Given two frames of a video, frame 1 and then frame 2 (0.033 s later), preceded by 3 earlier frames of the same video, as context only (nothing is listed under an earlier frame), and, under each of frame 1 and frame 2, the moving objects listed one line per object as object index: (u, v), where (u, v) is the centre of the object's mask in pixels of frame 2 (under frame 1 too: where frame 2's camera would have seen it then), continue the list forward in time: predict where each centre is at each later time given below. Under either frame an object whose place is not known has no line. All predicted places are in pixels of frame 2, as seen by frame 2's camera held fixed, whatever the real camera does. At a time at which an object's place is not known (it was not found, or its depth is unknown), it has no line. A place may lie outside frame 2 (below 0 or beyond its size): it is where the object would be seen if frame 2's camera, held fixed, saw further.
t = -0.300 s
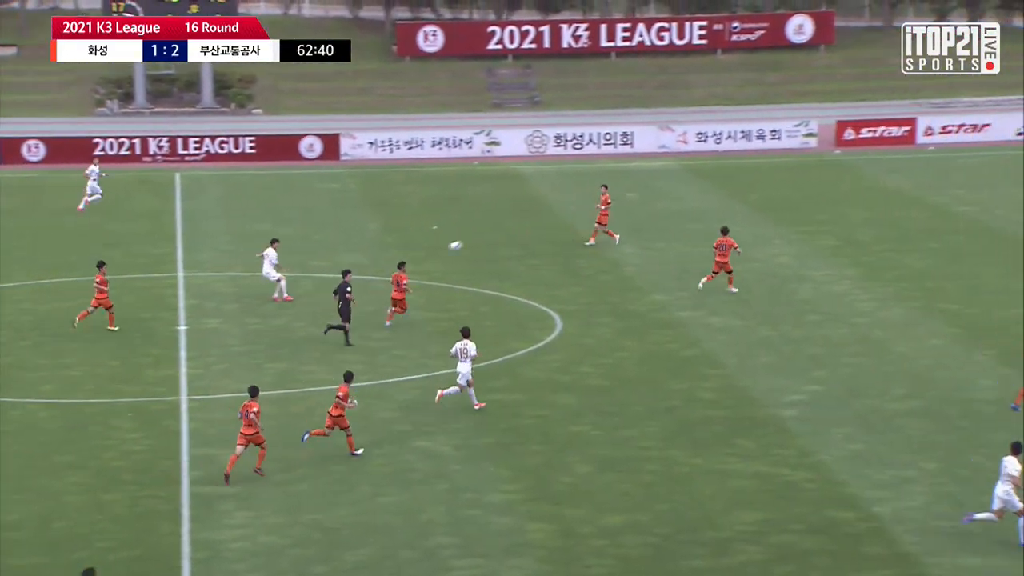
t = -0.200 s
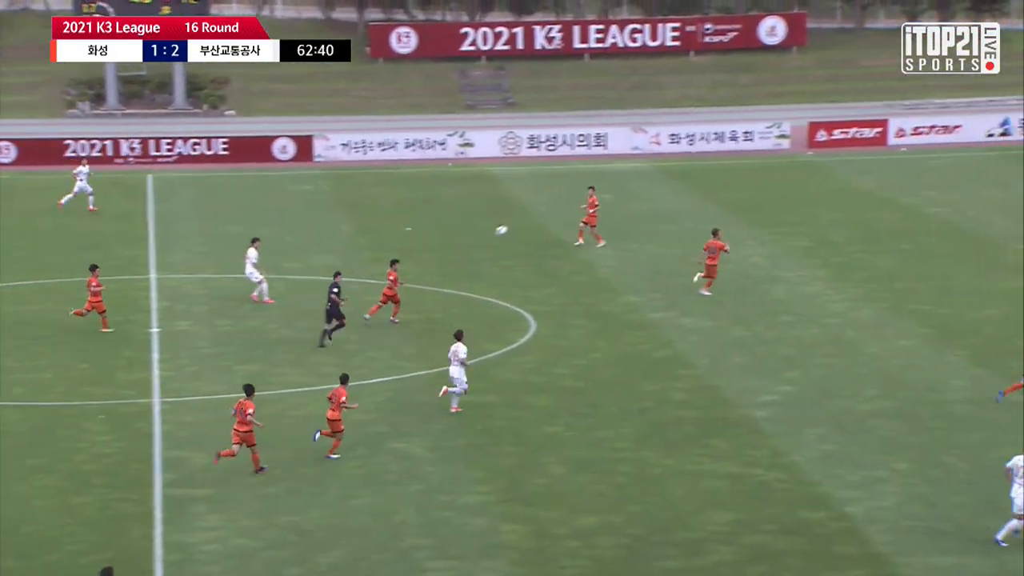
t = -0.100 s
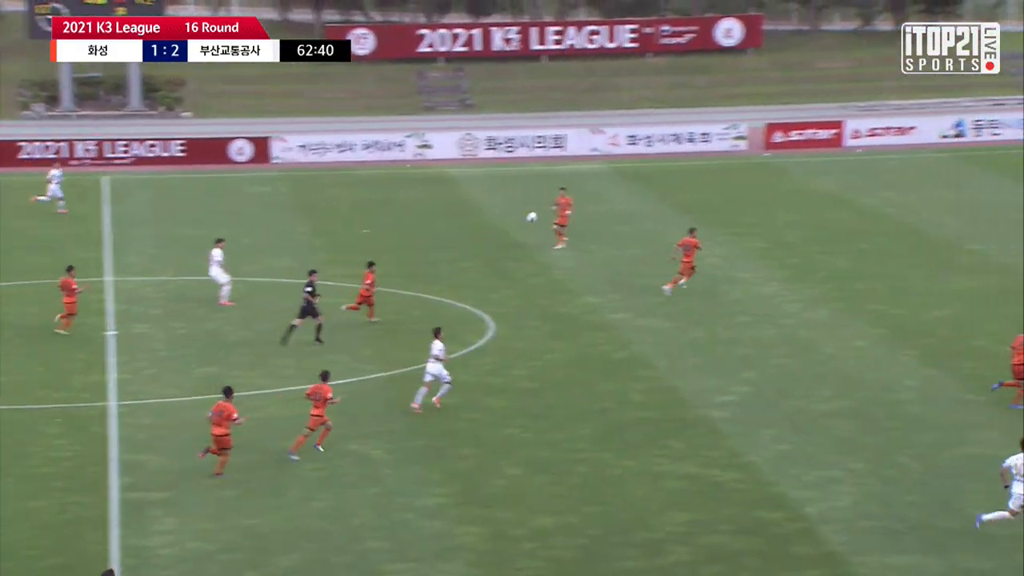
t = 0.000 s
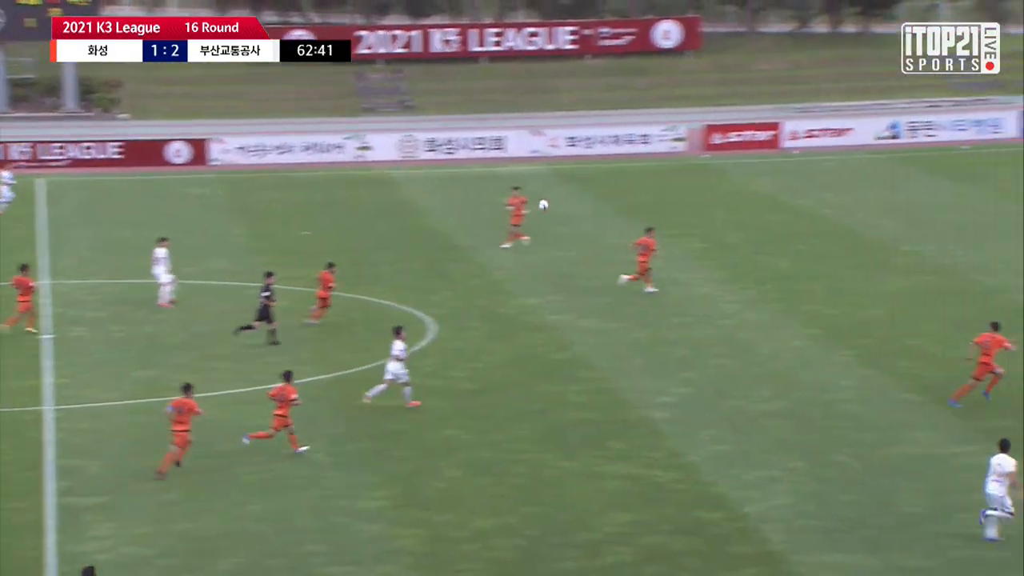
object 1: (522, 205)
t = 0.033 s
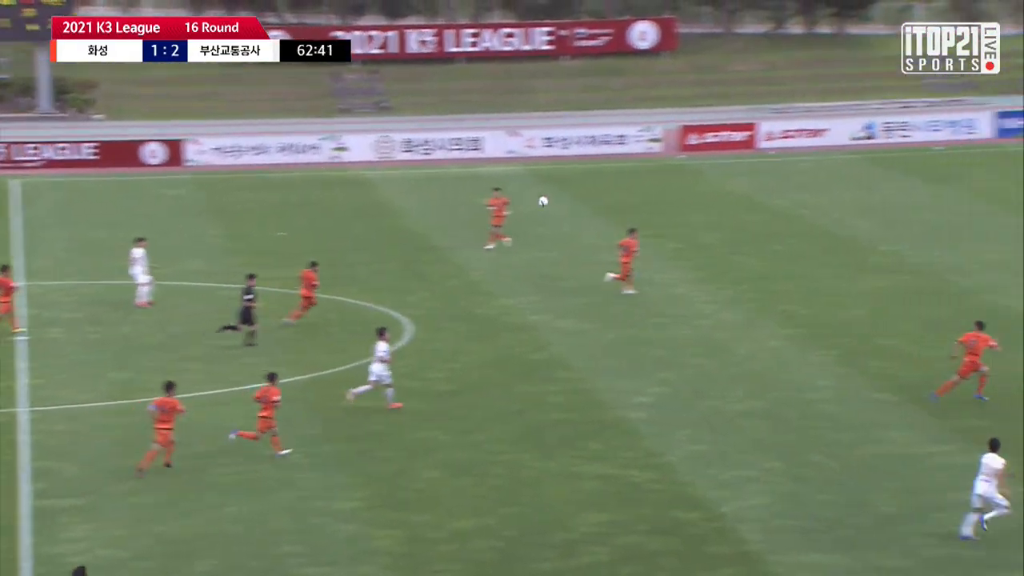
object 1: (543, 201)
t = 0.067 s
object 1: (564, 197)
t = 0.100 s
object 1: (585, 193)
